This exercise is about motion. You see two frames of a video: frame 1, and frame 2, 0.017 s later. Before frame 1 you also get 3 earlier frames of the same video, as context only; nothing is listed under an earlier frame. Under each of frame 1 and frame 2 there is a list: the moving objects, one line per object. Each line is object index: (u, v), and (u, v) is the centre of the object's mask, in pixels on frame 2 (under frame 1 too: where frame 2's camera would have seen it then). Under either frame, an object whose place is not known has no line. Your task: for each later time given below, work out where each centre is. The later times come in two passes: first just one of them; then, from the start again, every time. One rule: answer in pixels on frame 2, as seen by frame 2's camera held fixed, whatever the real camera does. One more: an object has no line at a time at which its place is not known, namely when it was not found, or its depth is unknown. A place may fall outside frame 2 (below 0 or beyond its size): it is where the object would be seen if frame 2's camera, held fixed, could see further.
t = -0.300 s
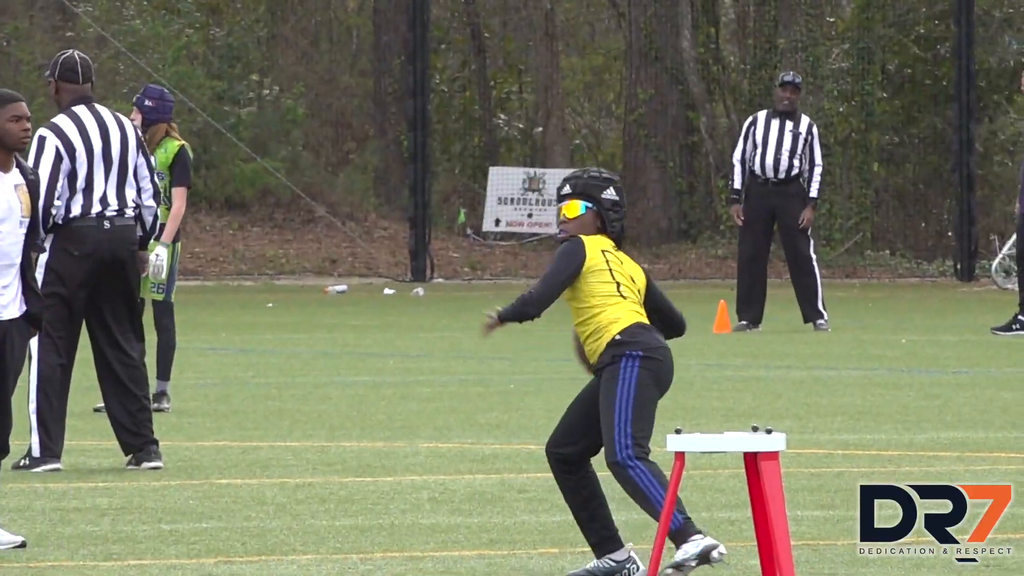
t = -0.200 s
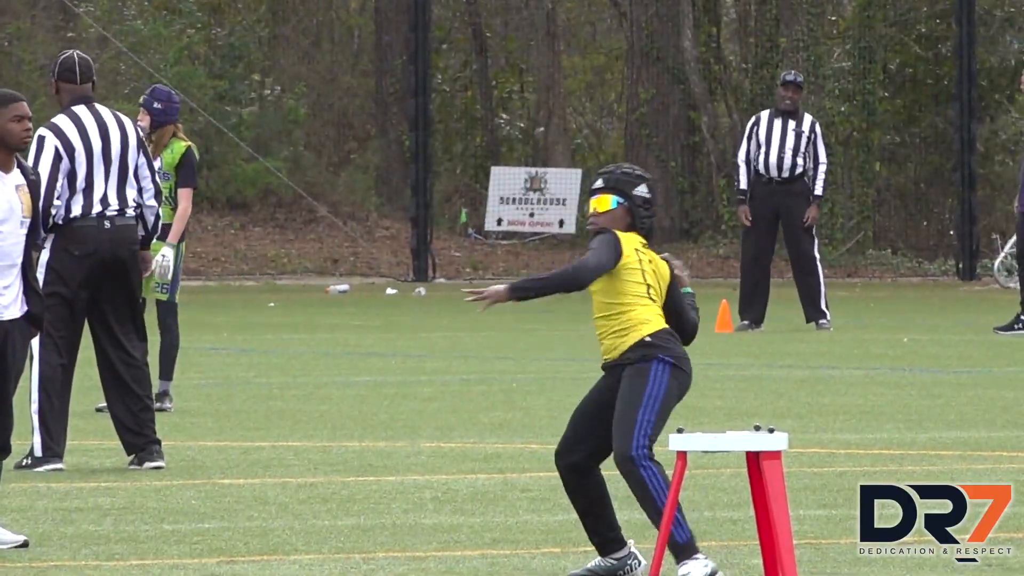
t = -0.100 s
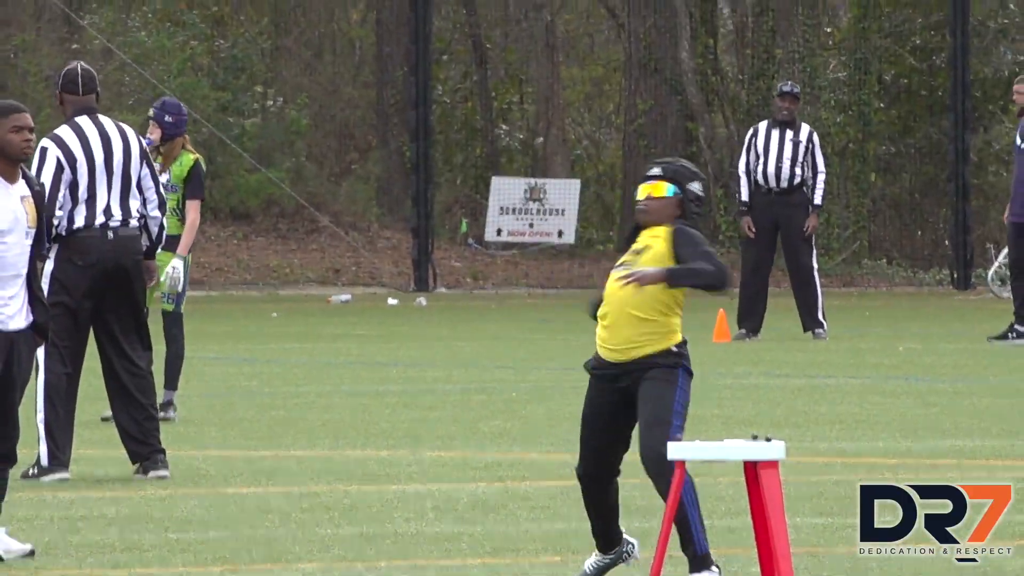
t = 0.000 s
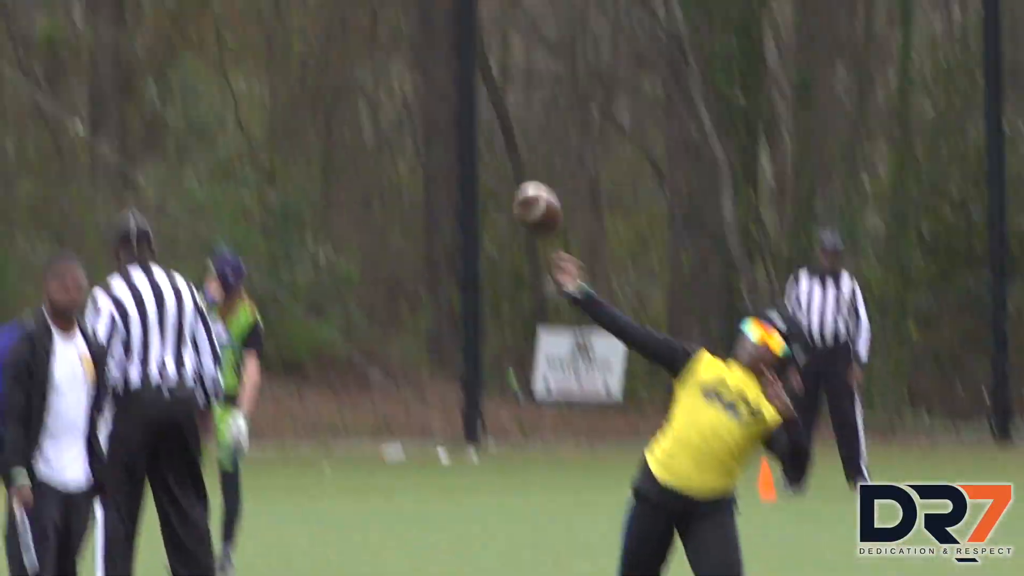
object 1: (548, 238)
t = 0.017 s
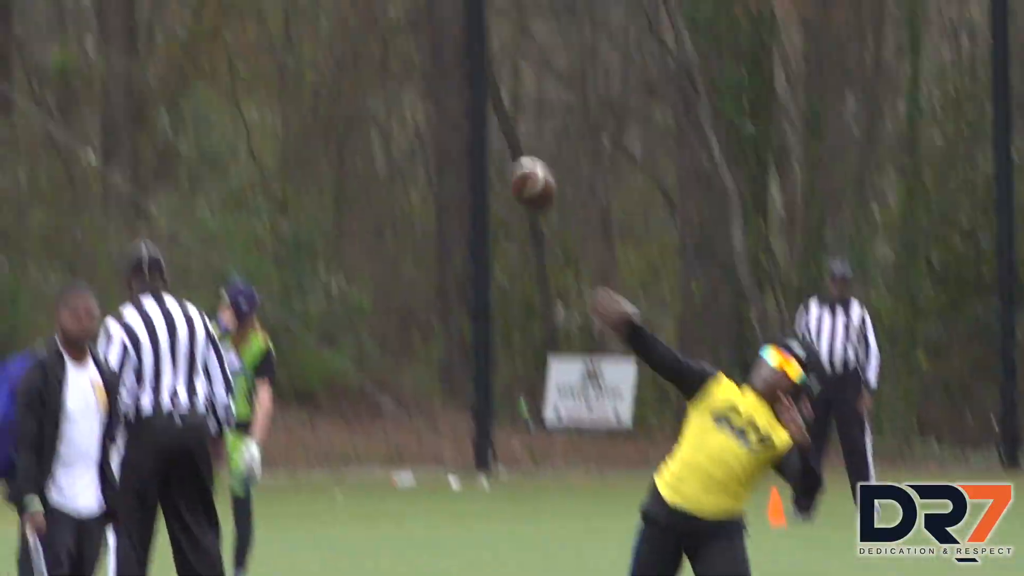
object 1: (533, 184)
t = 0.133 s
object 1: (428, -172)
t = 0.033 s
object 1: (518, 133)
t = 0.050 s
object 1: (505, 82)
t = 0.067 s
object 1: (490, 32)
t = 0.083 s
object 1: (476, -17)
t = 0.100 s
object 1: (459, -70)
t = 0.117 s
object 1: (445, -122)
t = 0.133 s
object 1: (428, -172)
